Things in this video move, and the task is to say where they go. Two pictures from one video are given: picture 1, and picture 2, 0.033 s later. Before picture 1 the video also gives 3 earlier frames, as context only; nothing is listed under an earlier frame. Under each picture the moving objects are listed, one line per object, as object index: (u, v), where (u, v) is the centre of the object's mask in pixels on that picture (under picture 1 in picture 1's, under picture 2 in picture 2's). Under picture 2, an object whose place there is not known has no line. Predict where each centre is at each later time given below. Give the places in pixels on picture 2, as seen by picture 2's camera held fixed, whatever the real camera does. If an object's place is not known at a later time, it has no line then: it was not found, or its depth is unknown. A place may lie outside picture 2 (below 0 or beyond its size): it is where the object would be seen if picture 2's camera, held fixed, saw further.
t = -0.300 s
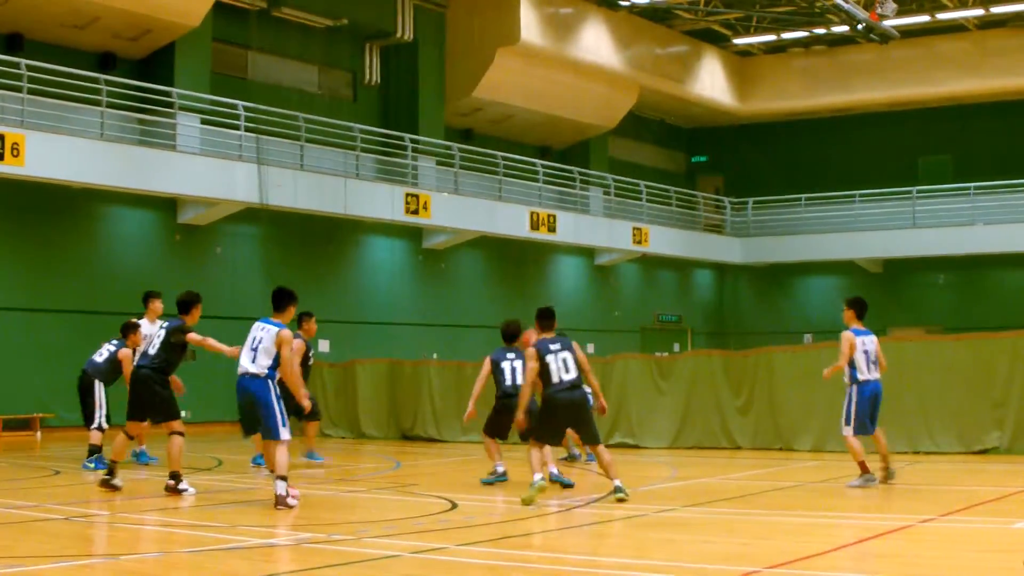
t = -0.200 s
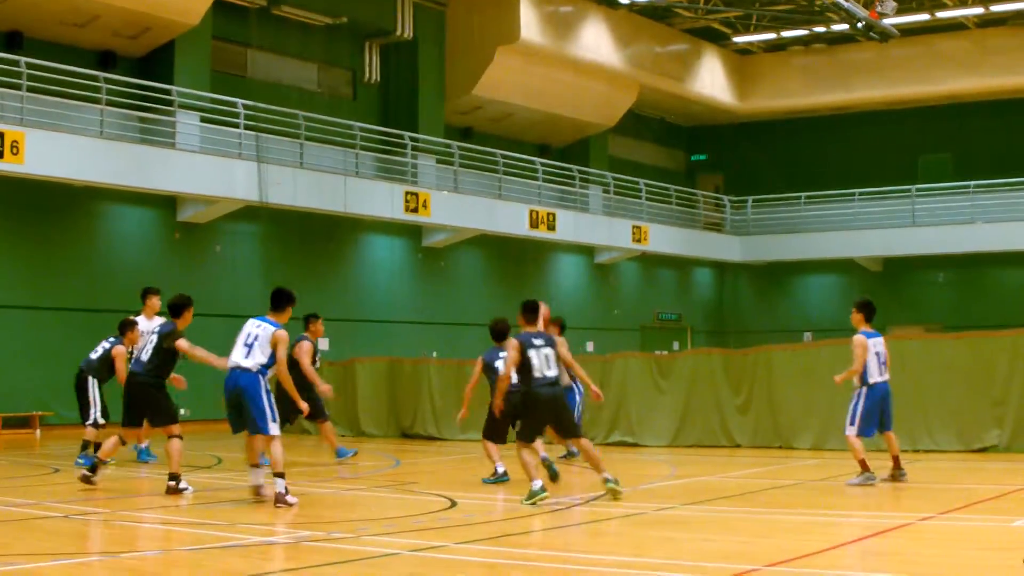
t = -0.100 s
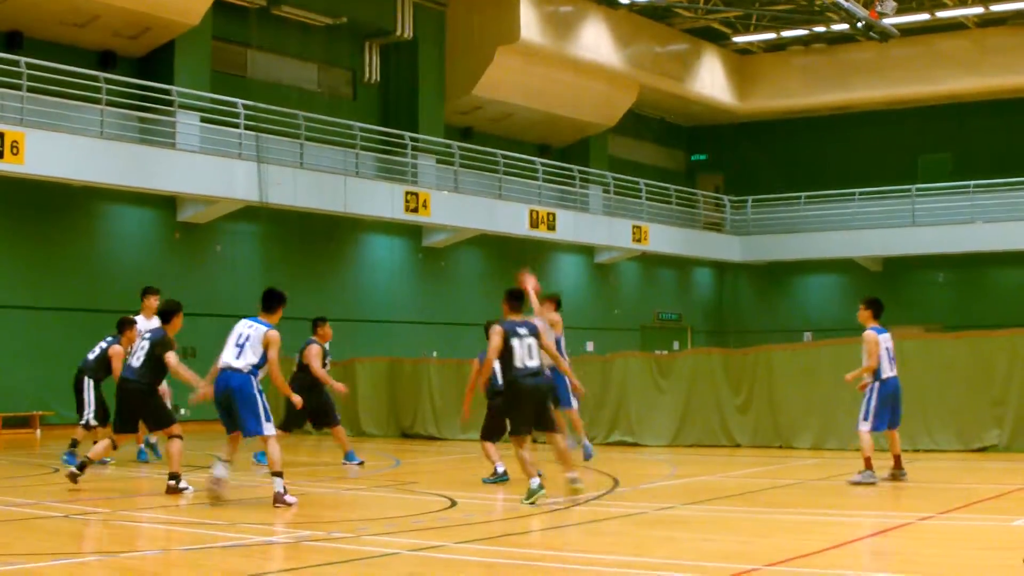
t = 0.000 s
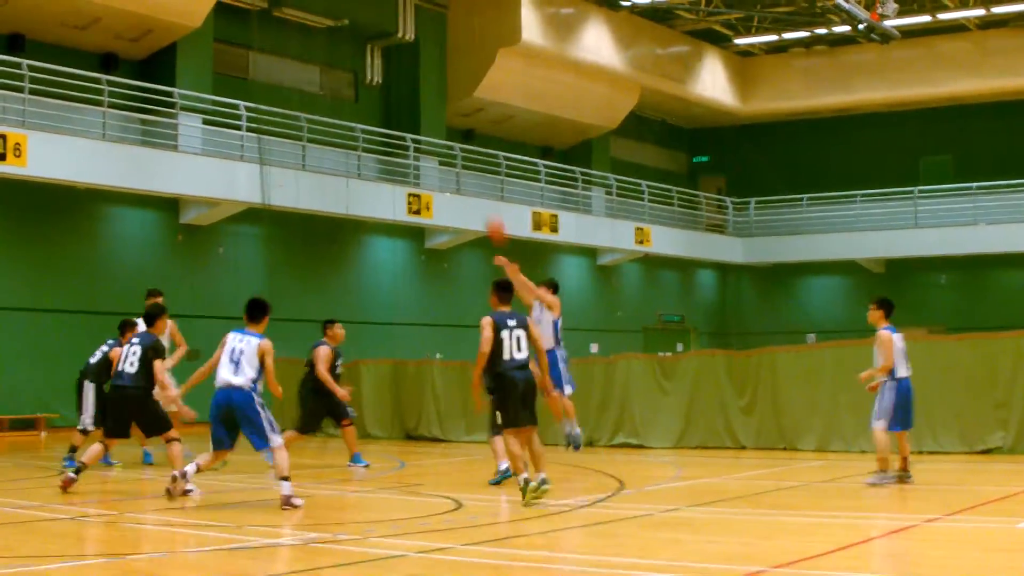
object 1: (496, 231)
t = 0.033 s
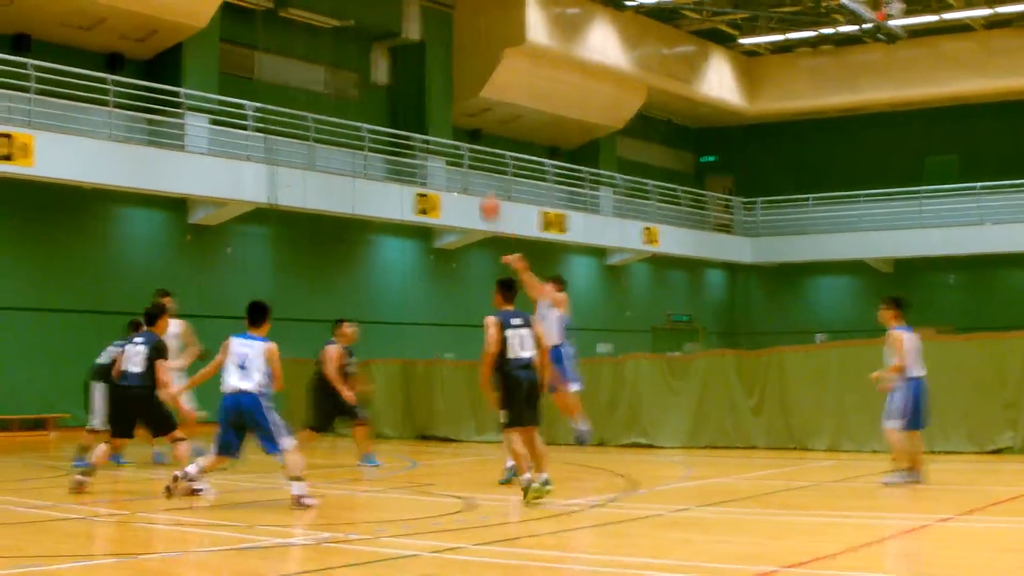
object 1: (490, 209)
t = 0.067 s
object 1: (477, 188)
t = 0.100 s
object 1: (468, 170)
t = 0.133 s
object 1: (457, 154)
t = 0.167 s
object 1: (449, 137)
